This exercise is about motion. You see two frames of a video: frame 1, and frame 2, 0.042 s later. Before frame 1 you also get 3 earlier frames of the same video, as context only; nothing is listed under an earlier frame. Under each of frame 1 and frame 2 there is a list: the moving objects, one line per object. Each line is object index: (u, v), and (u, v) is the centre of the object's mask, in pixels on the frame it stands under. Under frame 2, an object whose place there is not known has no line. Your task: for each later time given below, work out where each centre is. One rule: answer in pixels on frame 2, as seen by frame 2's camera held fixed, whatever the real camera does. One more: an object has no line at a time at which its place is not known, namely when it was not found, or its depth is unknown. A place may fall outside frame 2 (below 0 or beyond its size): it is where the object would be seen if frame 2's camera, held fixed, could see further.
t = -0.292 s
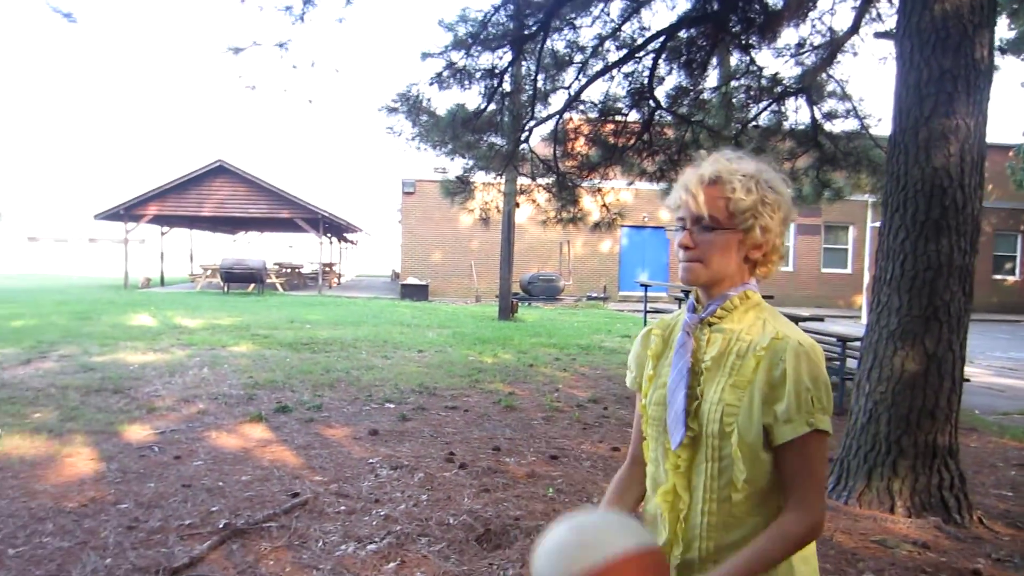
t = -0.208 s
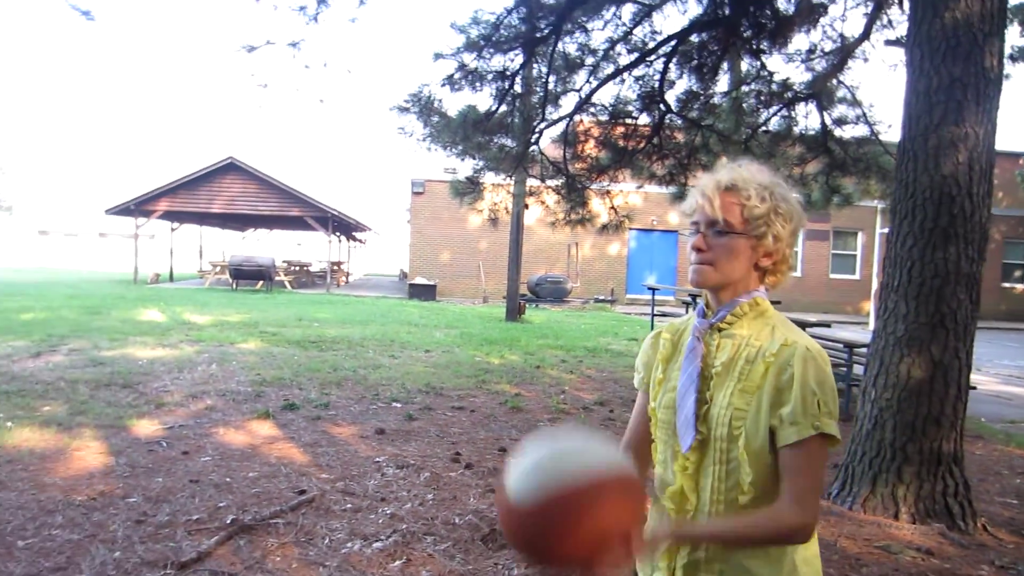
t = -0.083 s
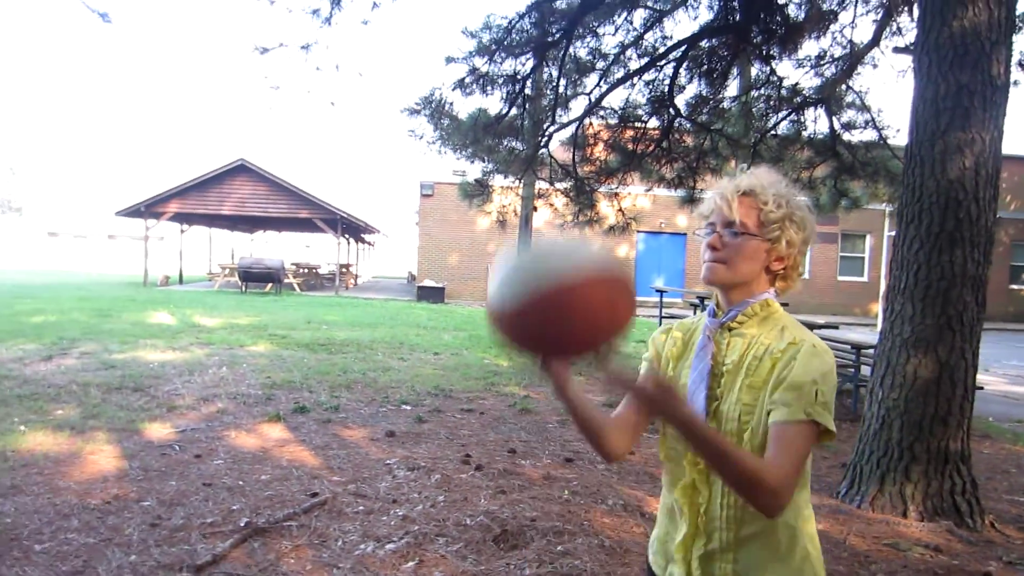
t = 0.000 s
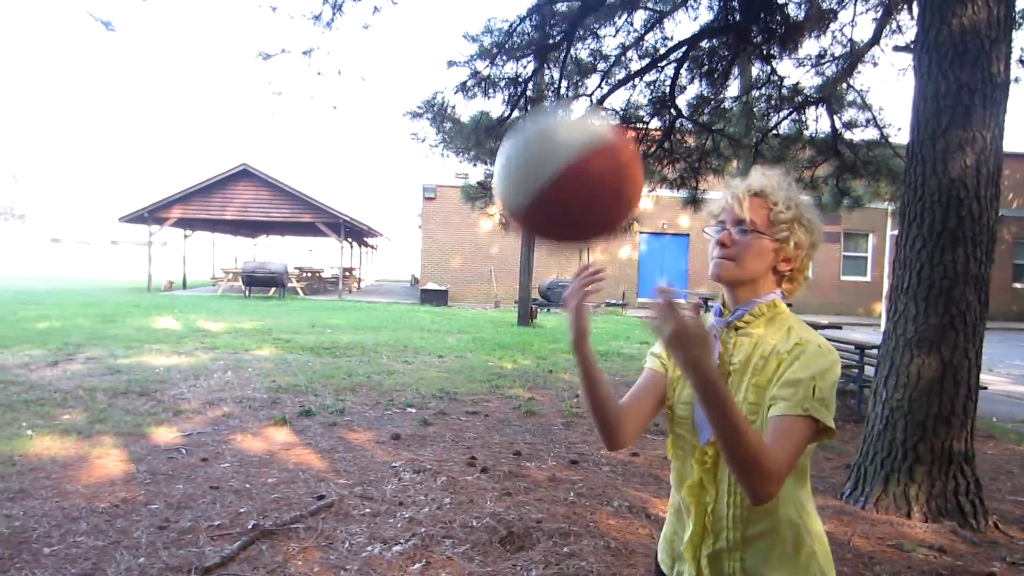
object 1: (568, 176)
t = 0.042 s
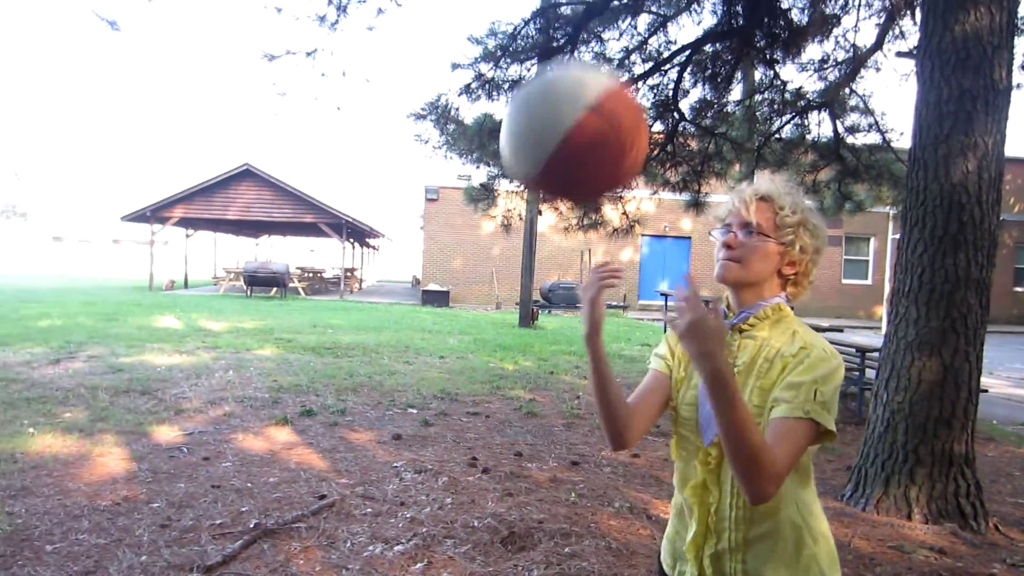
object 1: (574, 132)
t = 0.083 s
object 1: (576, 93)
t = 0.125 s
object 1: (579, 66)
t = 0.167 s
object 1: (585, 53)
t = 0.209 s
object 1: (588, 47)
